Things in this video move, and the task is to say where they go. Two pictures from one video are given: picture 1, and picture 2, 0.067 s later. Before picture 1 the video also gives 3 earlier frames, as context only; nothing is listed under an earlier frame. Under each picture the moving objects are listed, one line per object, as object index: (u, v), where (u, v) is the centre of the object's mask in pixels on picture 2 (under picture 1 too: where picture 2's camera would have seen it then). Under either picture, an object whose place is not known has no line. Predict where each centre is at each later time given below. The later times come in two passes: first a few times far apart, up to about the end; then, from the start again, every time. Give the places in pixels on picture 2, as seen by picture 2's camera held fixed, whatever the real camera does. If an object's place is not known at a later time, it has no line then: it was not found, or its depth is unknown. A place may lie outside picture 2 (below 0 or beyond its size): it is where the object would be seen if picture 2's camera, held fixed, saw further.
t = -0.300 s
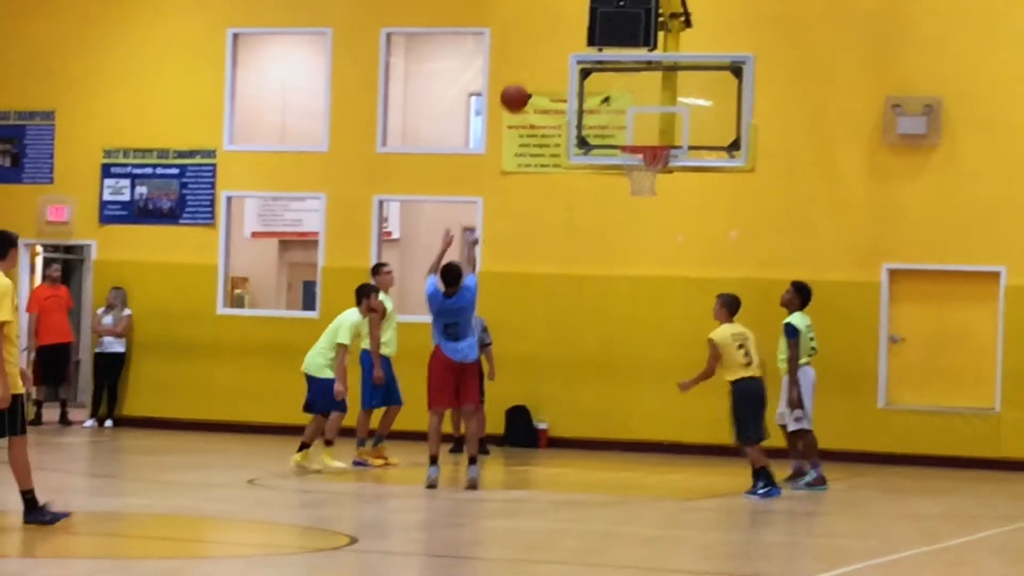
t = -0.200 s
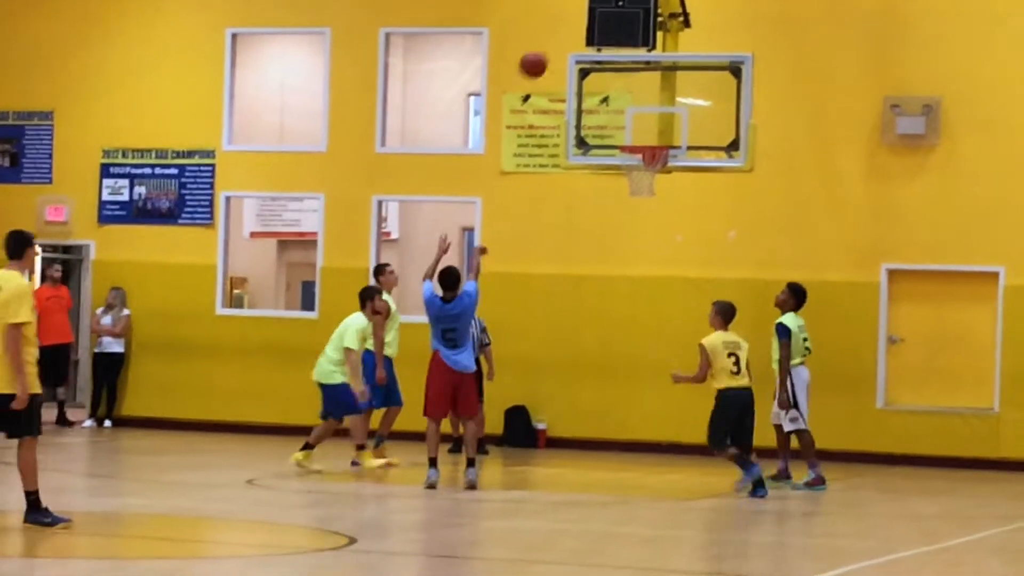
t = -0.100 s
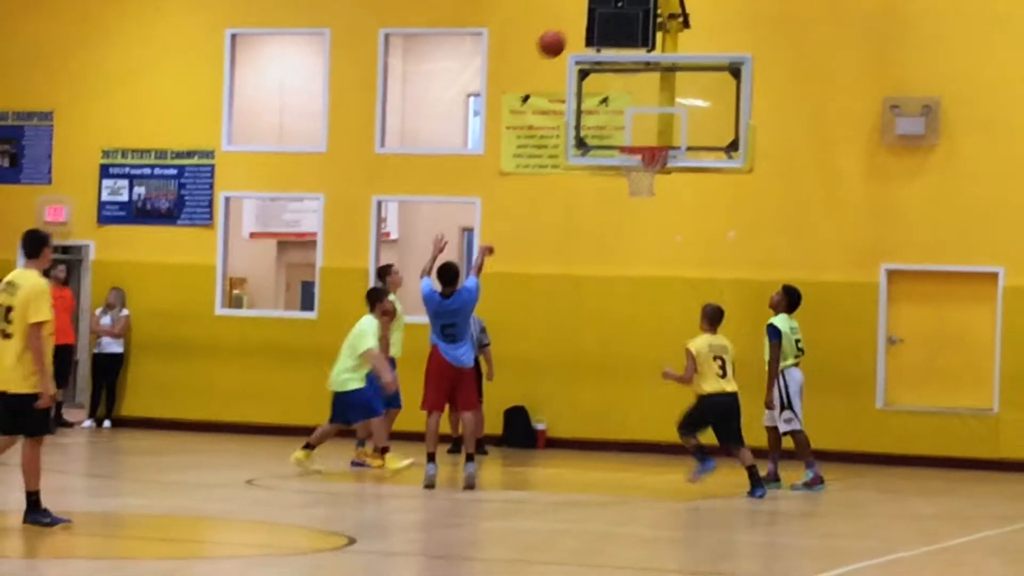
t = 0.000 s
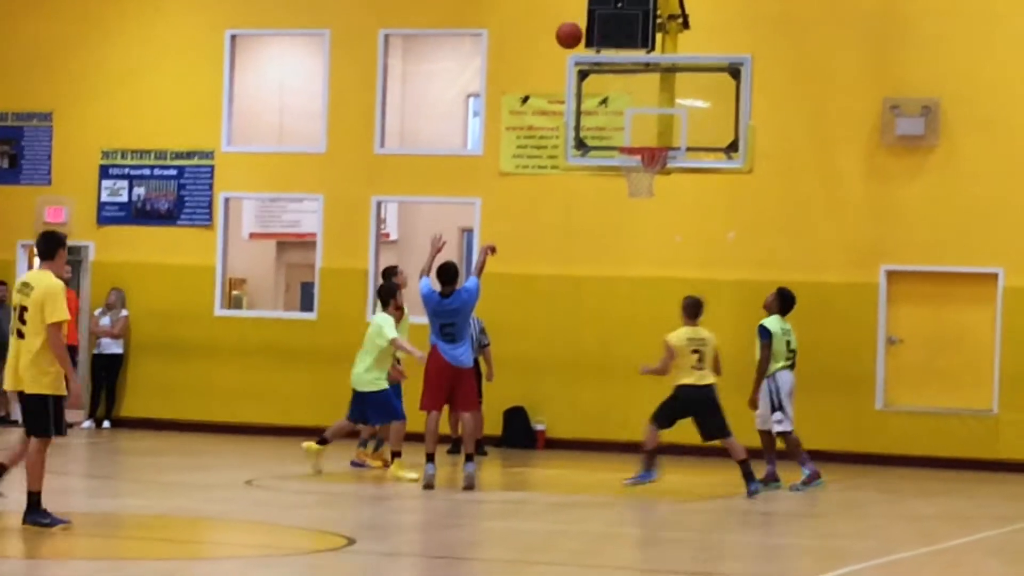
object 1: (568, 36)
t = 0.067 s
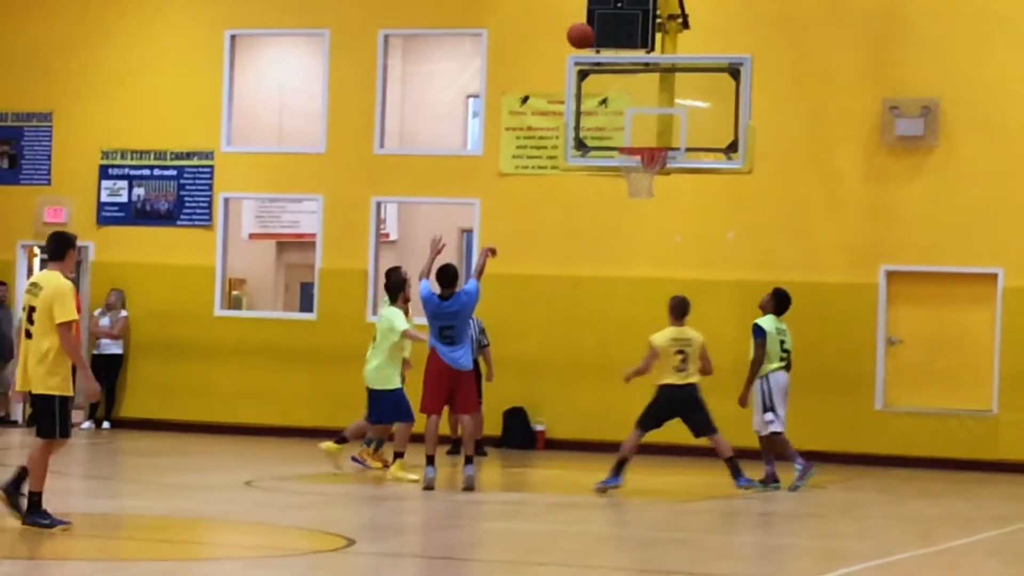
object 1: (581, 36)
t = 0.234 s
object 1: (607, 55)
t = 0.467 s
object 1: (641, 129)
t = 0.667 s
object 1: (626, 178)
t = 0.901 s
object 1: (619, 199)
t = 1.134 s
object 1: (610, 277)
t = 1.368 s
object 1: (599, 413)
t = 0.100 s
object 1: (586, 37)
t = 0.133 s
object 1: (592, 40)
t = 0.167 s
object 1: (597, 44)
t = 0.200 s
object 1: (602, 49)
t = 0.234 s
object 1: (607, 55)
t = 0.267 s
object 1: (612, 64)
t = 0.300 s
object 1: (618, 73)
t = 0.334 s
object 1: (623, 82)
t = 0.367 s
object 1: (628, 93)
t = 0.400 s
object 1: (632, 104)
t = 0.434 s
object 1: (637, 117)
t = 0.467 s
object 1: (641, 129)
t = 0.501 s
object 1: (645, 141)
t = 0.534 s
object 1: (645, 160)
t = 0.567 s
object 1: (636, 168)
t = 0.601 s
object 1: (630, 178)
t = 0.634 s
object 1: (627, 179)
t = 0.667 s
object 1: (626, 178)
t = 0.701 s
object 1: (625, 179)
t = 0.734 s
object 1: (624, 179)
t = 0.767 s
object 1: (623, 180)
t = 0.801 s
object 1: (622, 183)
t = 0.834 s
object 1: (621, 187)
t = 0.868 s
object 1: (620, 192)
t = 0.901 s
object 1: (619, 199)
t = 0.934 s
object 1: (618, 206)
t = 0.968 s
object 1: (617, 215)
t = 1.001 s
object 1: (615, 225)
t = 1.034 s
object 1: (614, 237)
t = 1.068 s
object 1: (613, 249)
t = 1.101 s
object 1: (612, 262)
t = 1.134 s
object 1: (610, 277)
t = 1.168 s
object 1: (608, 293)
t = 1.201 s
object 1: (607, 311)
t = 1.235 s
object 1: (606, 328)
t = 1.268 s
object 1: (604, 347)
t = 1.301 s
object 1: (602, 368)
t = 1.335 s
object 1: (601, 390)
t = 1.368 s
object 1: (599, 413)
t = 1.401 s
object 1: (597, 439)
